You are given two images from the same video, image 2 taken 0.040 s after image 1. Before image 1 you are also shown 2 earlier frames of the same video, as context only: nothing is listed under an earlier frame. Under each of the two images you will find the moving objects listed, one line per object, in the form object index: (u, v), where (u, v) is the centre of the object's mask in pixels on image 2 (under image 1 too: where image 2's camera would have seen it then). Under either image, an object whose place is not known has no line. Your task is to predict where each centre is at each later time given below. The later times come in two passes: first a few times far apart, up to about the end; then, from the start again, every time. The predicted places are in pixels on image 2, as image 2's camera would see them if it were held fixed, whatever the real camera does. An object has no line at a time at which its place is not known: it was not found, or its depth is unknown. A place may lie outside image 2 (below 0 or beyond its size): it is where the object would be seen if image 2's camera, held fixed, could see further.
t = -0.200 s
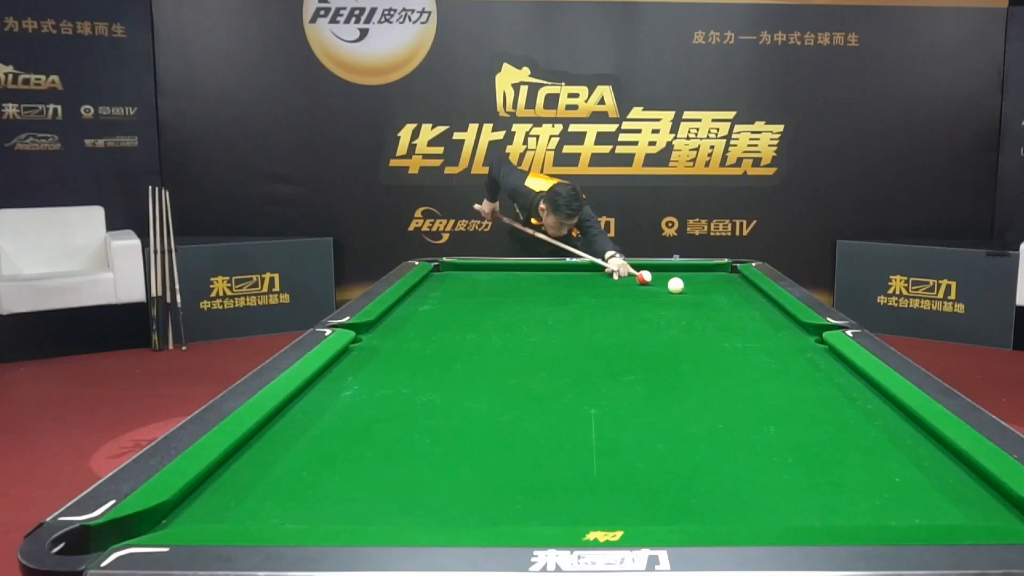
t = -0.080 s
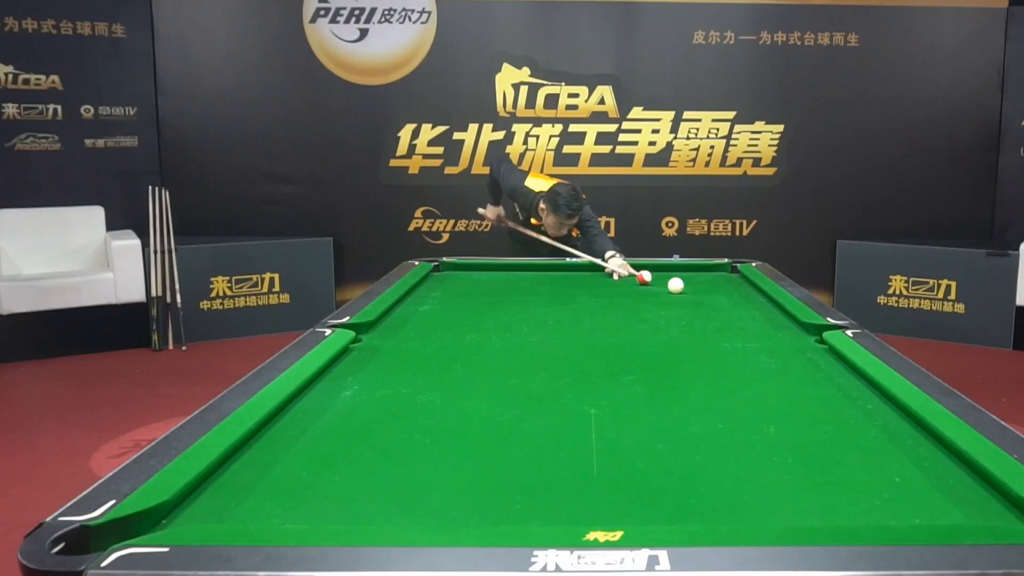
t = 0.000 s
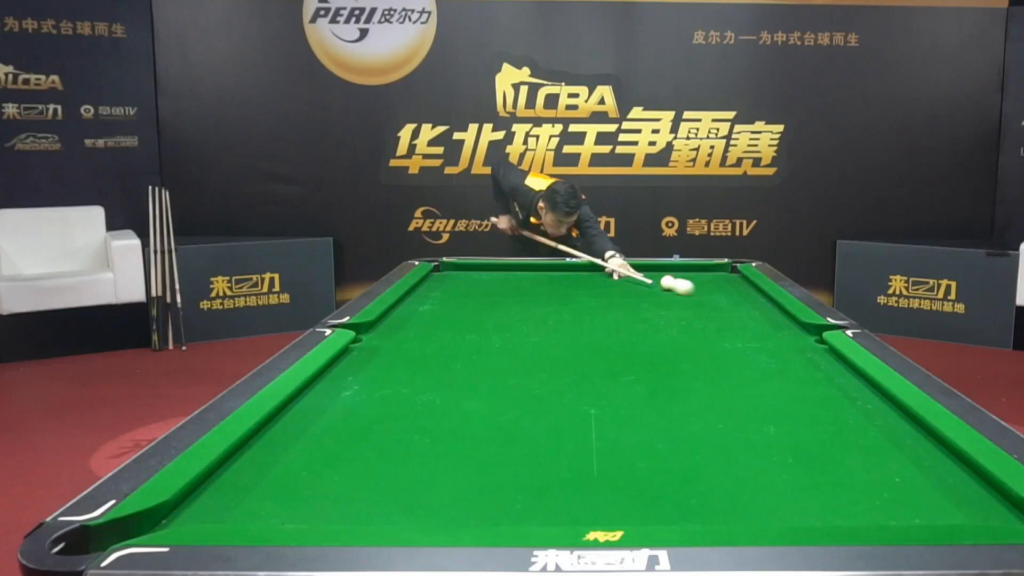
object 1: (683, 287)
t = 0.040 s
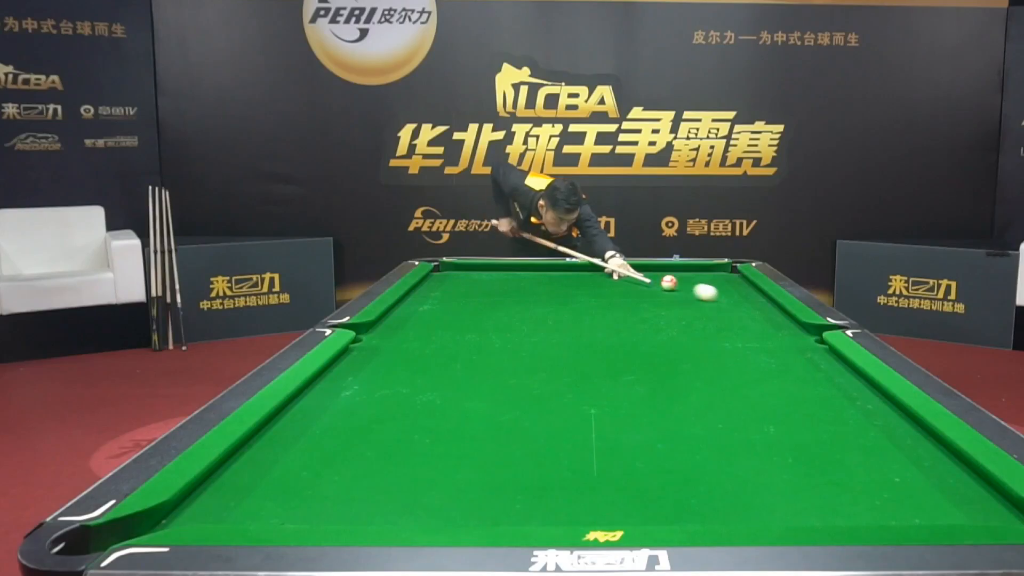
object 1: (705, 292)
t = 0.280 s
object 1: (753, 325)
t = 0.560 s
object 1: (691, 362)
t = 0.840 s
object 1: (602, 418)
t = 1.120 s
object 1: (456, 506)
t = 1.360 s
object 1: (366, 468)
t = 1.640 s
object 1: (305, 416)
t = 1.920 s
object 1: (363, 382)
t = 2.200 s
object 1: (431, 357)
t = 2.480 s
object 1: (485, 337)
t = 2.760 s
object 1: (529, 321)
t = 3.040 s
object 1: (565, 307)
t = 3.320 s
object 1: (595, 296)
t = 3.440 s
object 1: (607, 292)
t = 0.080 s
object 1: (729, 298)
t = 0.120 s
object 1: (754, 304)
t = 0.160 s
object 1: (778, 311)
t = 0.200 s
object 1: (772, 315)
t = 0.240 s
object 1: (762, 320)
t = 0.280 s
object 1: (753, 325)
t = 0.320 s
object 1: (744, 330)
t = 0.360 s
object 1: (736, 334)
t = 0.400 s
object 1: (728, 340)
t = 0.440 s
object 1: (720, 345)
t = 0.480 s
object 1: (711, 350)
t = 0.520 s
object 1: (701, 356)
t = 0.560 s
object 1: (691, 362)
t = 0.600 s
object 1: (681, 369)
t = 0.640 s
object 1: (669, 376)
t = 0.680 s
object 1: (658, 383)
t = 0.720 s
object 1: (645, 391)
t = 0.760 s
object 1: (632, 400)
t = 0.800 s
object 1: (617, 408)
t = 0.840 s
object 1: (602, 418)
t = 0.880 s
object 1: (585, 428)
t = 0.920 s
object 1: (567, 439)
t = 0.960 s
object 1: (549, 451)
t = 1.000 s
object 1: (528, 463)
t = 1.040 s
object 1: (506, 477)
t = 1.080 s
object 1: (482, 492)
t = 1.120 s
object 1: (456, 506)
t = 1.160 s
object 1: (430, 516)
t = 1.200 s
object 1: (412, 510)
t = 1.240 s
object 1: (400, 500)
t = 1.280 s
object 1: (388, 488)
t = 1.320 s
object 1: (377, 478)
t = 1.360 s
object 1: (366, 468)
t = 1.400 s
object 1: (356, 460)
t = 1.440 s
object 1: (346, 451)
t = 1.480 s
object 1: (337, 443)
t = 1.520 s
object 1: (329, 436)
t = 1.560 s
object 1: (320, 429)
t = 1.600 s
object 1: (312, 422)
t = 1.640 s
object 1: (305, 416)
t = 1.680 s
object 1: (298, 409)
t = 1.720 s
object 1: (299, 404)
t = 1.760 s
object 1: (314, 399)
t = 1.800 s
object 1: (327, 395)
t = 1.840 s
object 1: (340, 390)
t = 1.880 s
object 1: (351, 386)
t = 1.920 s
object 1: (363, 382)
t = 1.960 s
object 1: (373, 378)
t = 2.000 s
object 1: (384, 374)
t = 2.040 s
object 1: (394, 370)
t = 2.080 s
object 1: (404, 367)
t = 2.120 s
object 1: (413, 363)
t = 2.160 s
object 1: (422, 360)
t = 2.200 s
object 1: (431, 357)
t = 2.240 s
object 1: (439, 354)
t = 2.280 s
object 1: (447, 351)
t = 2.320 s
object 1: (455, 348)
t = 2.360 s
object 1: (463, 345)
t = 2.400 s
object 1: (470, 342)
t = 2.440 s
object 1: (478, 339)
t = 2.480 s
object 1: (485, 337)
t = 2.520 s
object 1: (492, 334)
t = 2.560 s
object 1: (498, 332)
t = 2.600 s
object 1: (505, 329)
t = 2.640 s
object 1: (511, 327)
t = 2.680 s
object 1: (517, 325)
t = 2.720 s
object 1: (523, 323)
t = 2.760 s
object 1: (529, 321)
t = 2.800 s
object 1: (534, 319)
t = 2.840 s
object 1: (540, 317)
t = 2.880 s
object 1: (545, 315)
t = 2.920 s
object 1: (550, 313)
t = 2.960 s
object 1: (555, 311)
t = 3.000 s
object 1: (560, 309)
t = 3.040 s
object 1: (565, 307)
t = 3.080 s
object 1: (569, 306)
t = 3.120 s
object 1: (574, 304)
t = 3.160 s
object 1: (578, 303)
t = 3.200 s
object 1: (583, 301)
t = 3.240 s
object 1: (587, 299)
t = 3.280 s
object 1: (591, 298)
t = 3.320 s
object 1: (595, 296)
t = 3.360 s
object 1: (599, 295)
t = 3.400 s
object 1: (603, 294)
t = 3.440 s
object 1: (607, 292)
